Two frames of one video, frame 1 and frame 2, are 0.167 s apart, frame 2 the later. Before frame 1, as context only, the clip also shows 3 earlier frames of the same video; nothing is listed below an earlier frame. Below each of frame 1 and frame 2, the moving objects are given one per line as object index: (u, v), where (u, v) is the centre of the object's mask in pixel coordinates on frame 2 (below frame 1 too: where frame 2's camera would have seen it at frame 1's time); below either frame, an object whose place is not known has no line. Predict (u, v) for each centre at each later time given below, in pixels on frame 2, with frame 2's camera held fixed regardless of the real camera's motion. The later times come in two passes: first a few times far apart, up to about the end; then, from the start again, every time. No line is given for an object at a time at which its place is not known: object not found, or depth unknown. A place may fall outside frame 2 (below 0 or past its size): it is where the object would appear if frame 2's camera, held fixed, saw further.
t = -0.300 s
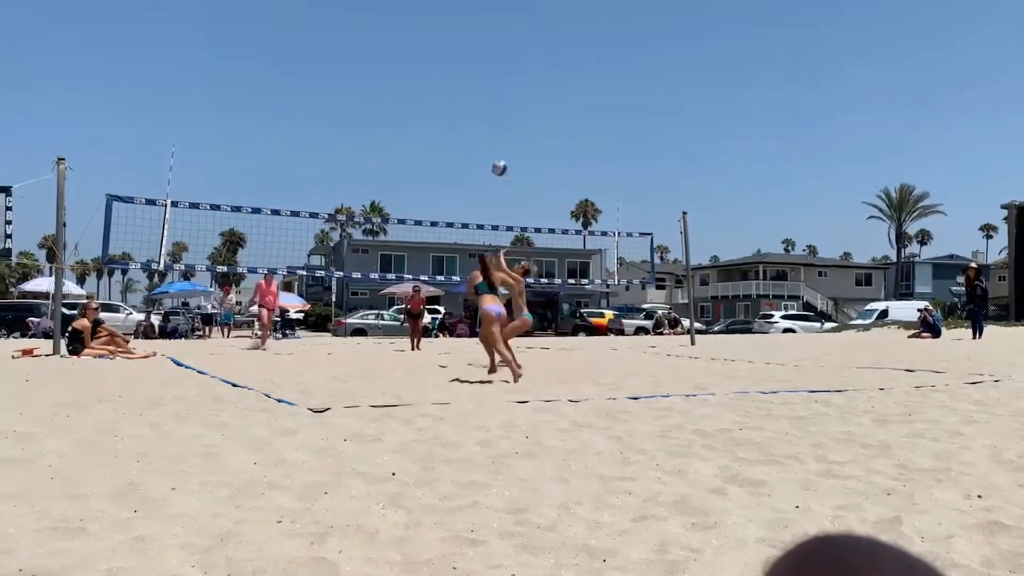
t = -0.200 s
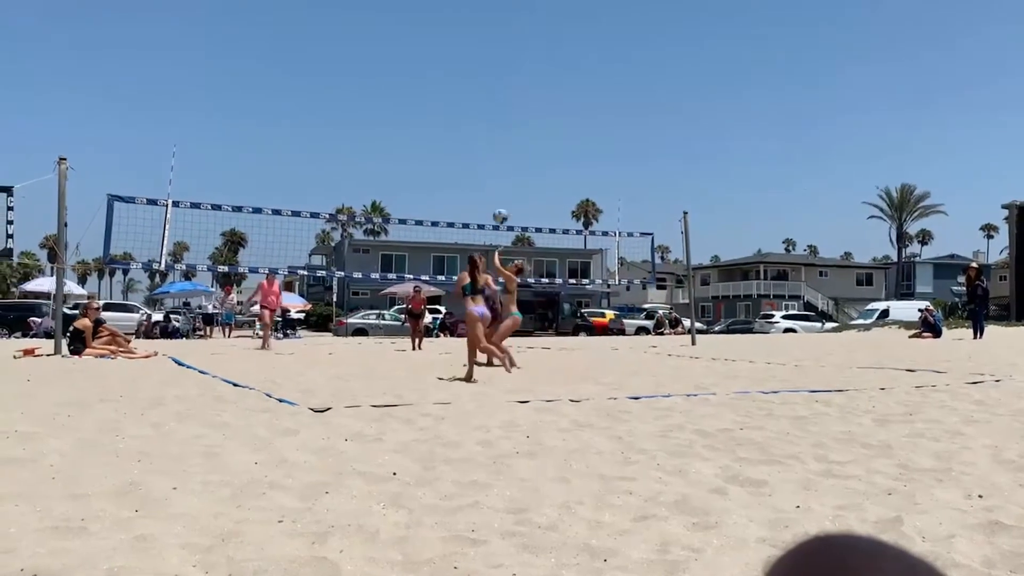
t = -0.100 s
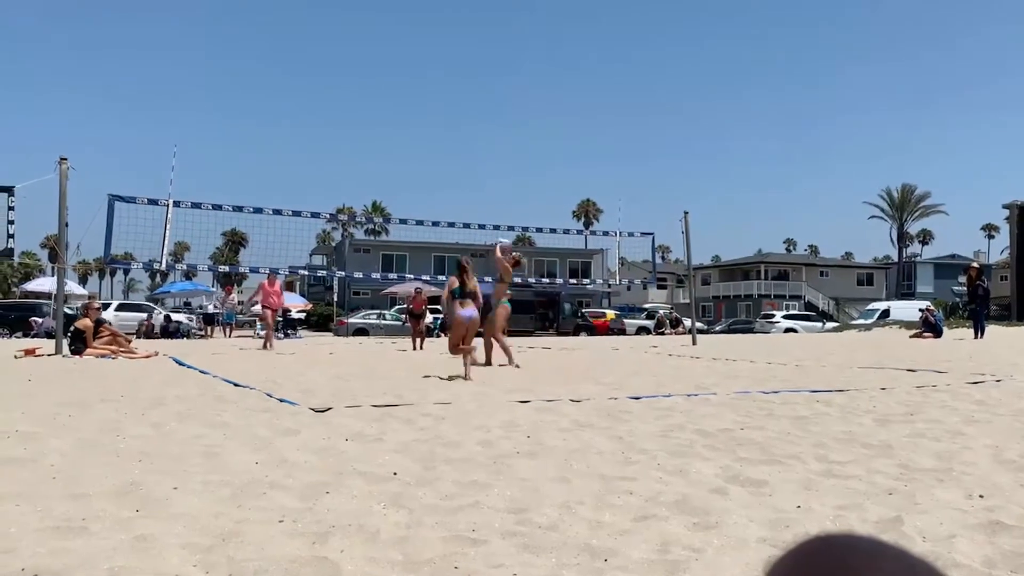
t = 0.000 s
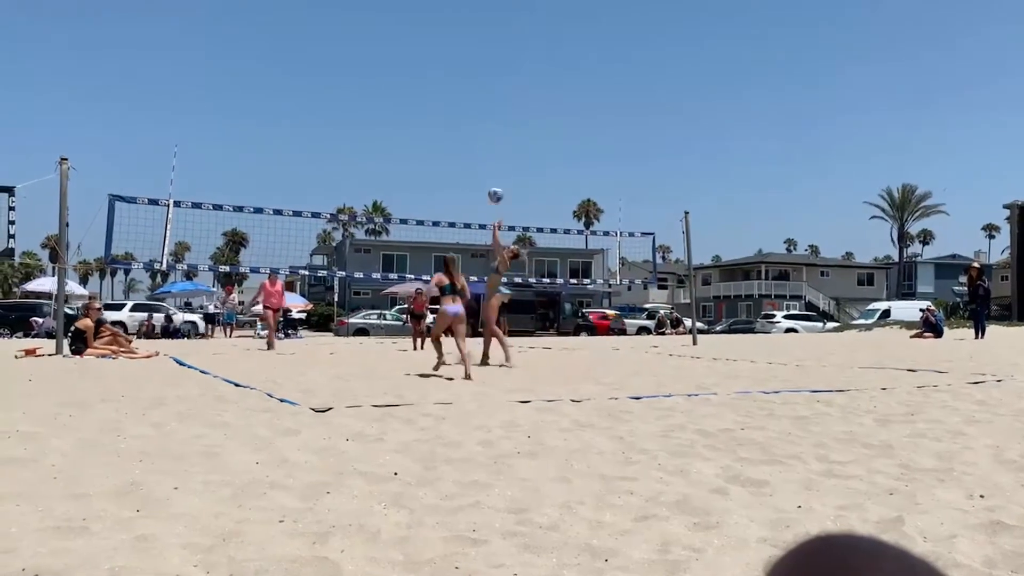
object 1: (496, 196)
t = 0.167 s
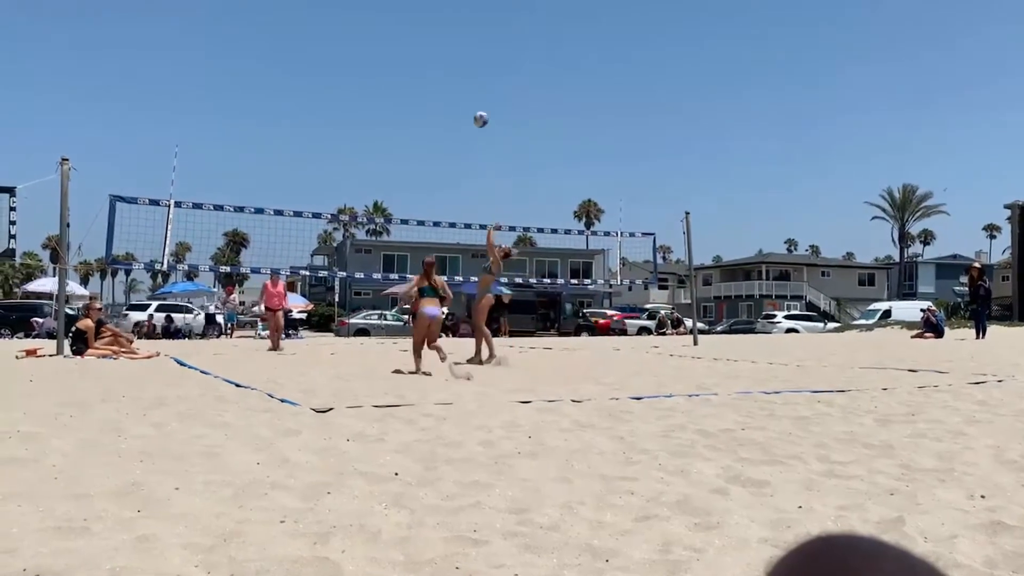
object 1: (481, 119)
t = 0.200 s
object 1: (478, 107)
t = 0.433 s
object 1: (458, 41)
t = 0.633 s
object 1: (442, 15)
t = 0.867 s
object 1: (425, 21)
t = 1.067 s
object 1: (413, 57)
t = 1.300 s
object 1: (401, 133)
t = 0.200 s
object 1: (478, 107)
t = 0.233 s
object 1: (475, 95)
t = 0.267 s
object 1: (472, 84)
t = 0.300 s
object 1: (469, 74)
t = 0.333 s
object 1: (466, 64)
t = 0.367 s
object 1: (463, 56)
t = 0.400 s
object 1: (460, 48)
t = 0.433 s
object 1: (458, 41)
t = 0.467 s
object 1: (455, 35)
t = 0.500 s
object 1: (452, 29)
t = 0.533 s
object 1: (450, 25)
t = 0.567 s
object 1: (447, 20)
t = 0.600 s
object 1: (445, 17)
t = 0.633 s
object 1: (442, 15)
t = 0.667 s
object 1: (440, 14)
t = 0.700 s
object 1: (437, 13)
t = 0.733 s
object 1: (435, 13)
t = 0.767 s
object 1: (433, 13)
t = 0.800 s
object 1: (430, 15)
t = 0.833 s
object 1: (428, 18)
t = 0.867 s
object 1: (425, 21)
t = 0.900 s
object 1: (423, 25)
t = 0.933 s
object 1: (421, 30)
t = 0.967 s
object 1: (419, 36)
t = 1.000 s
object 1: (417, 42)
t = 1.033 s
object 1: (415, 49)
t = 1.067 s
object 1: (413, 57)
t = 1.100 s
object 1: (411, 66)
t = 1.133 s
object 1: (409, 75)
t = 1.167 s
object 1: (407, 85)
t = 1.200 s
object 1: (406, 96)
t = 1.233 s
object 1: (404, 108)
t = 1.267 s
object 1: (402, 120)
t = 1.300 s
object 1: (401, 133)
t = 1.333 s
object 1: (399, 146)
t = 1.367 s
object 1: (397, 160)
